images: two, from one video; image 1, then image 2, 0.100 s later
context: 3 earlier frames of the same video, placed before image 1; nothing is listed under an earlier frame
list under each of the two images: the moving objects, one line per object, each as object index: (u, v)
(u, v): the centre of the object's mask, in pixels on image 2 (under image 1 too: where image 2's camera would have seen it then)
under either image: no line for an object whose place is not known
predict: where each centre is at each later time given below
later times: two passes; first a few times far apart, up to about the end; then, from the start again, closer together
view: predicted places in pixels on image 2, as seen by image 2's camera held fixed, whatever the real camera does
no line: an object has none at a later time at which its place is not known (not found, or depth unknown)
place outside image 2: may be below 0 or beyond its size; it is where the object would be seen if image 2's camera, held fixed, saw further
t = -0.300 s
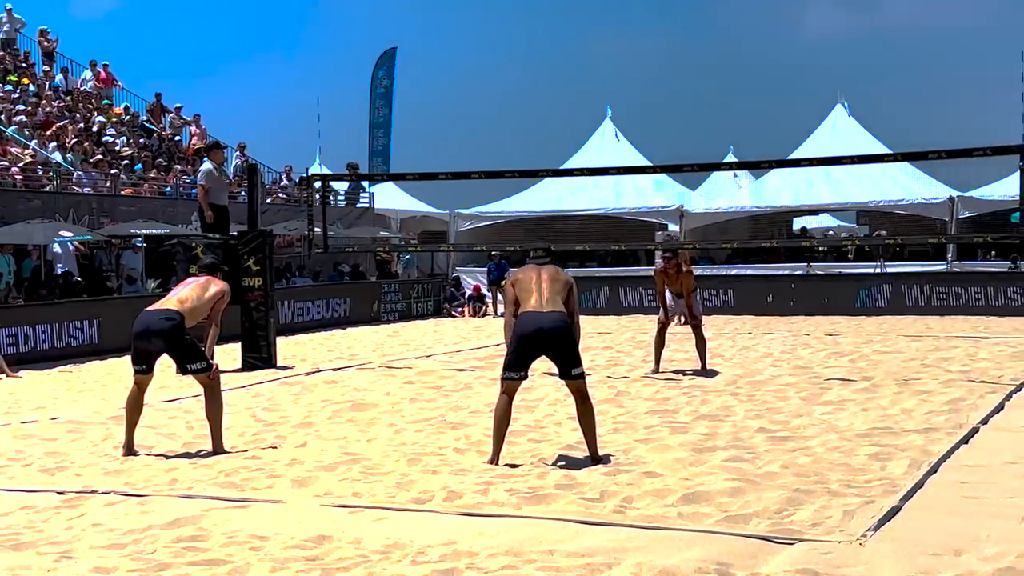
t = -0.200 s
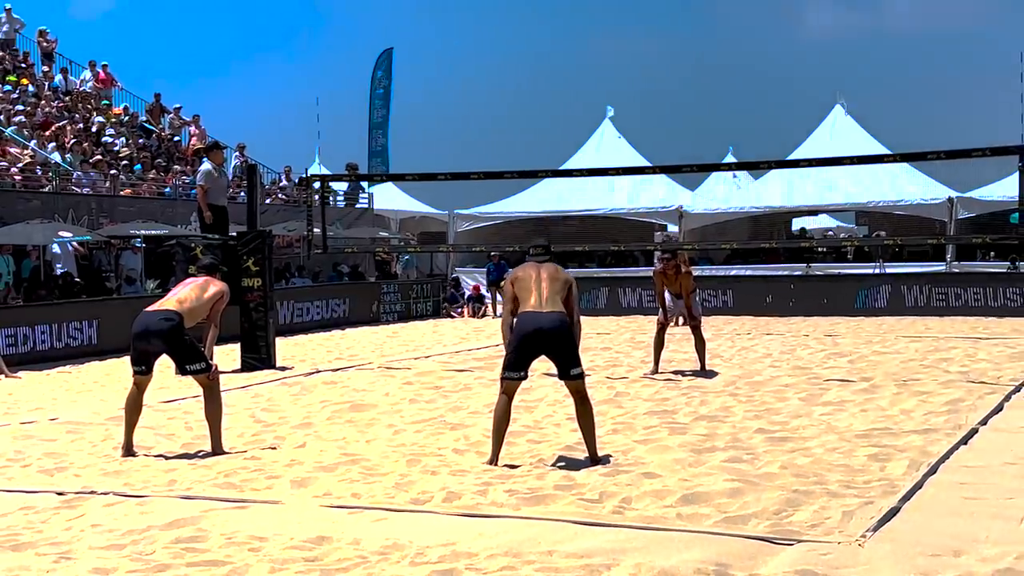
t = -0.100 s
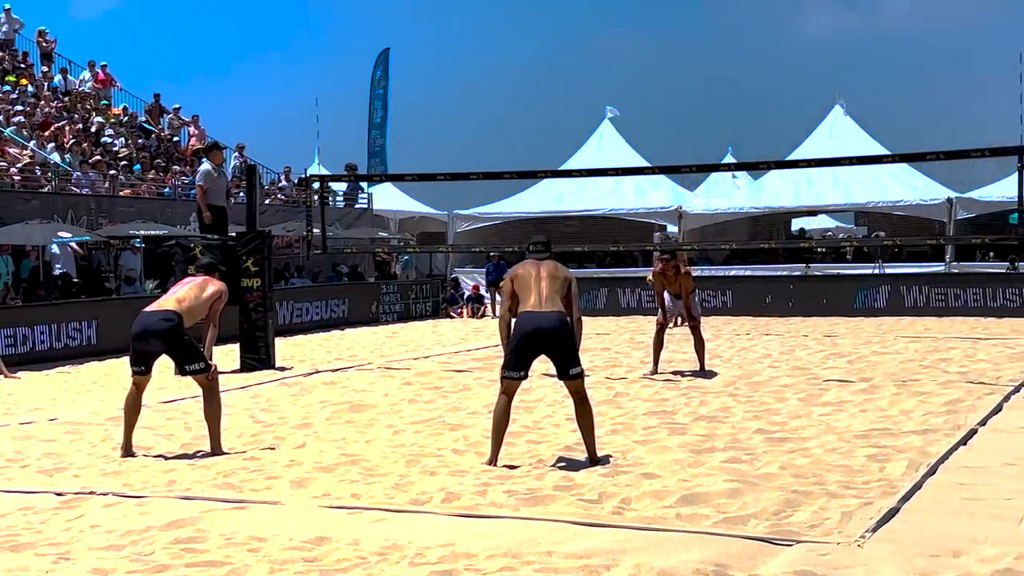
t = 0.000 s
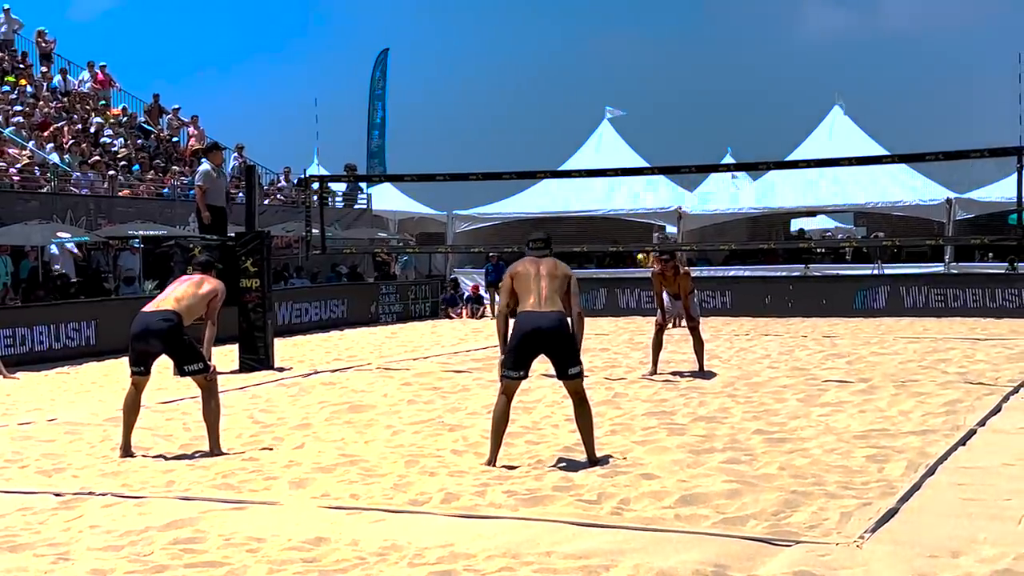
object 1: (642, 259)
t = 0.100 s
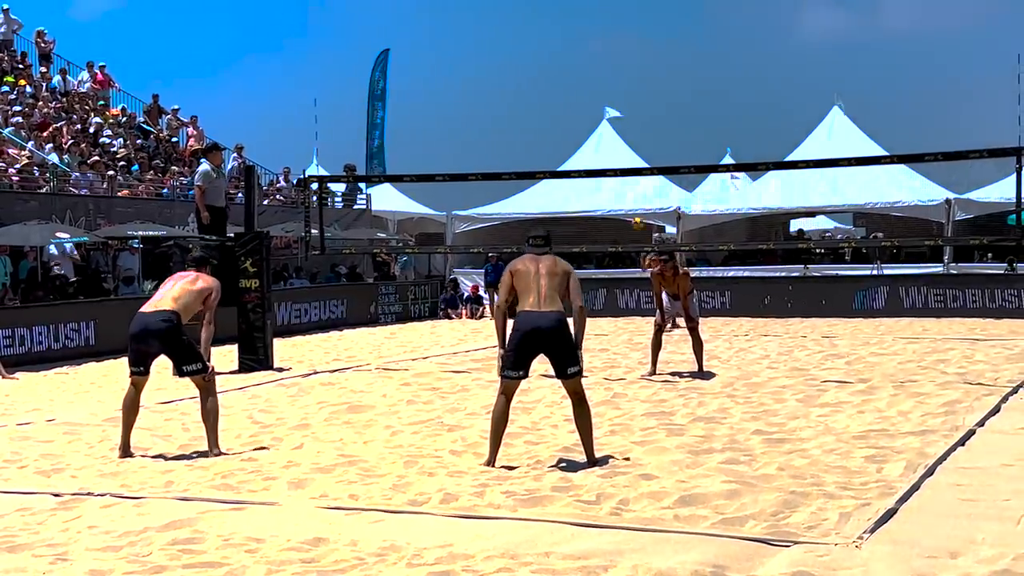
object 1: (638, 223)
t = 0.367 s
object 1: (628, 150)
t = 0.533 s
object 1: (622, 125)
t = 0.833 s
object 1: (613, 120)
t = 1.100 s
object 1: (605, 160)
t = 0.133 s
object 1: (636, 212)
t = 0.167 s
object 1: (635, 202)
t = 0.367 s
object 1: (628, 150)
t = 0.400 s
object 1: (628, 144)
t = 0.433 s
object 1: (626, 139)
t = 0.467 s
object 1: (625, 134)
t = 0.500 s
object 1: (624, 130)
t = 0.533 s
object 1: (622, 125)
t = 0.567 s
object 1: (622, 122)
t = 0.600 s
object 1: (621, 120)
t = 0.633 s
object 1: (620, 118)
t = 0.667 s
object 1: (618, 117)
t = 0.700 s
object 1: (617, 116)
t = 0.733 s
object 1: (616, 117)
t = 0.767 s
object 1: (615, 117)
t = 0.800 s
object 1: (614, 119)
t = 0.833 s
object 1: (613, 120)
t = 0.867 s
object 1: (612, 122)
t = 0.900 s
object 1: (611, 126)
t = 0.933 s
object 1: (610, 130)
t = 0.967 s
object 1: (609, 135)
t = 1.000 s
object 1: (608, 140)
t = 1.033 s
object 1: (607, 146)
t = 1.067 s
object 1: (606, 152)
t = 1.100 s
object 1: (605, 160)
